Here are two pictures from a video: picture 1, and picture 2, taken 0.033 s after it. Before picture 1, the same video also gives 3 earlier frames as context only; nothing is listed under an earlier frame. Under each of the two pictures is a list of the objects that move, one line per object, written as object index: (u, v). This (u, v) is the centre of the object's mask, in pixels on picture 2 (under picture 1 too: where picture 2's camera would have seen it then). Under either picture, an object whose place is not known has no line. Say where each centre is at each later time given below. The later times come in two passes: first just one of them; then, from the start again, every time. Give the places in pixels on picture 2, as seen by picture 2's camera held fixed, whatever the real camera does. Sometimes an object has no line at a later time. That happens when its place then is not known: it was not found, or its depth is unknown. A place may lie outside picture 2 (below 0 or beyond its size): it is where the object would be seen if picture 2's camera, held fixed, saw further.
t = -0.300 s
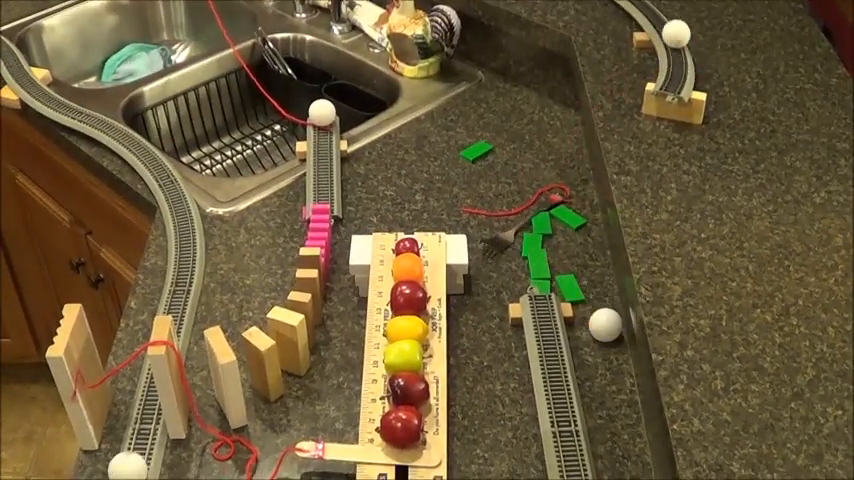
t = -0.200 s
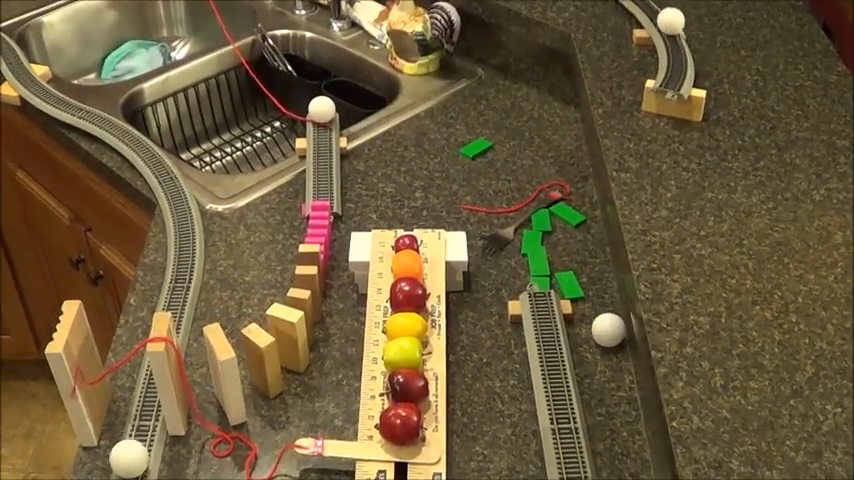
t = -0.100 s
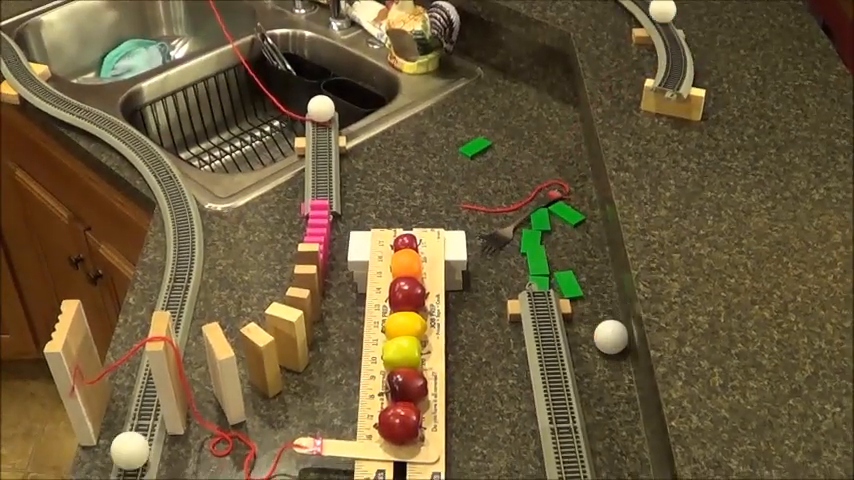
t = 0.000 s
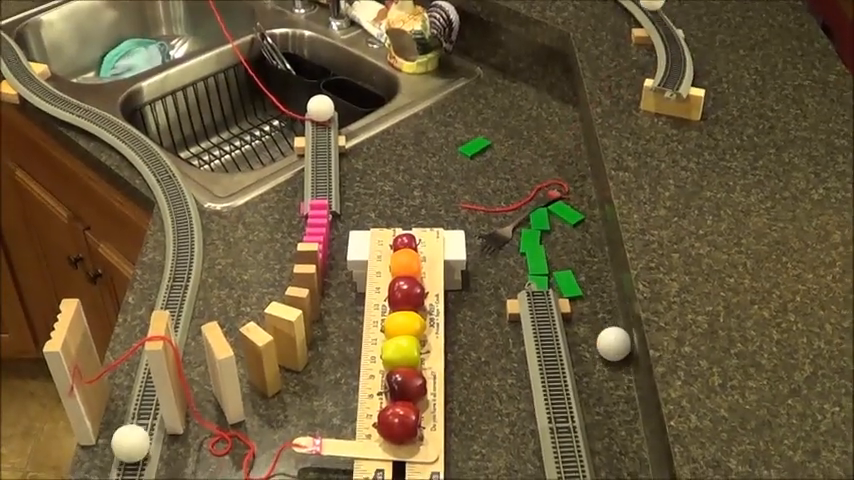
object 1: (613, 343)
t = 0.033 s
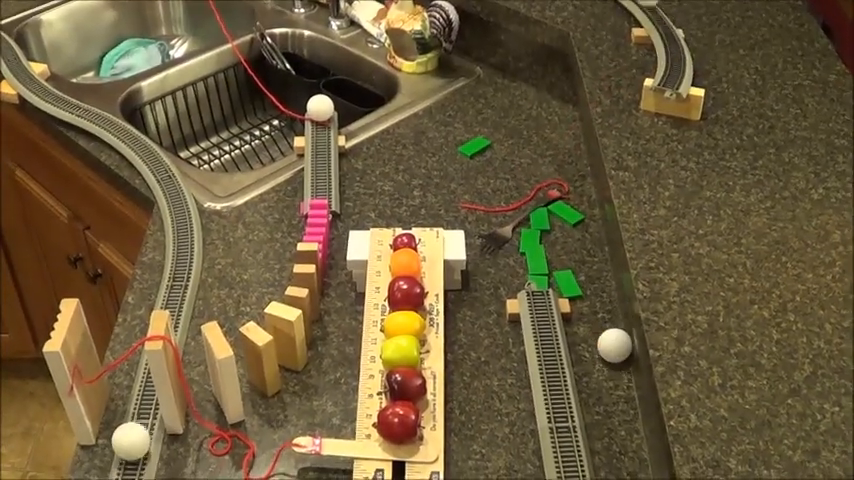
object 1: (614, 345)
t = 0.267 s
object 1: (616, 359)
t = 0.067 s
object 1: (615, 347)
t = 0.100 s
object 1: (615, 349)
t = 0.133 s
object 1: (615, 351)
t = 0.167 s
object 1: (615, 353)
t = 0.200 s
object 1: (616, 355)
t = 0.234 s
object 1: (616, 357)
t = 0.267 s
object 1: (616, 359)
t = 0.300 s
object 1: (615, 361)
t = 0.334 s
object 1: (615, 362)
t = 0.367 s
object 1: (615, 364)
